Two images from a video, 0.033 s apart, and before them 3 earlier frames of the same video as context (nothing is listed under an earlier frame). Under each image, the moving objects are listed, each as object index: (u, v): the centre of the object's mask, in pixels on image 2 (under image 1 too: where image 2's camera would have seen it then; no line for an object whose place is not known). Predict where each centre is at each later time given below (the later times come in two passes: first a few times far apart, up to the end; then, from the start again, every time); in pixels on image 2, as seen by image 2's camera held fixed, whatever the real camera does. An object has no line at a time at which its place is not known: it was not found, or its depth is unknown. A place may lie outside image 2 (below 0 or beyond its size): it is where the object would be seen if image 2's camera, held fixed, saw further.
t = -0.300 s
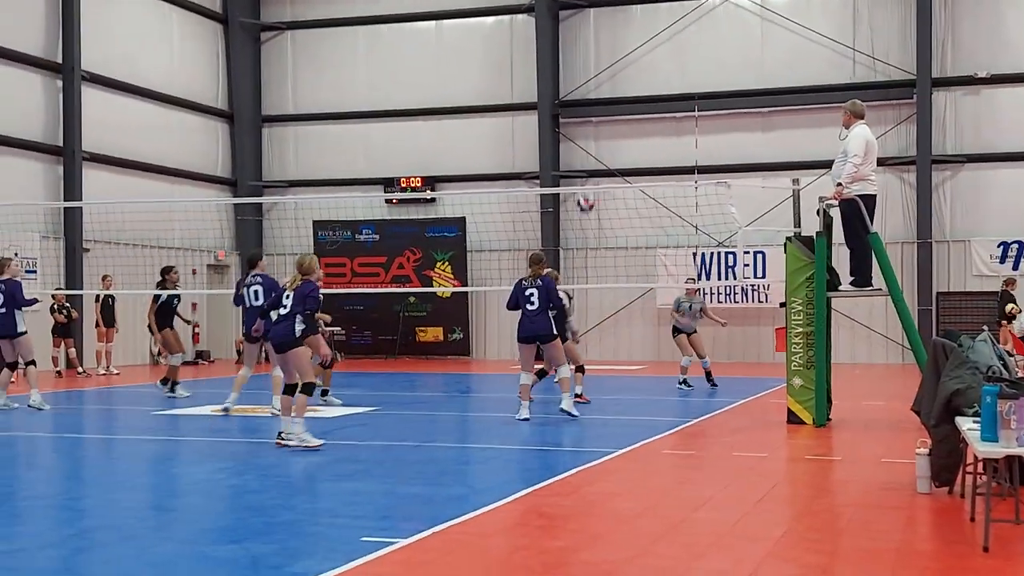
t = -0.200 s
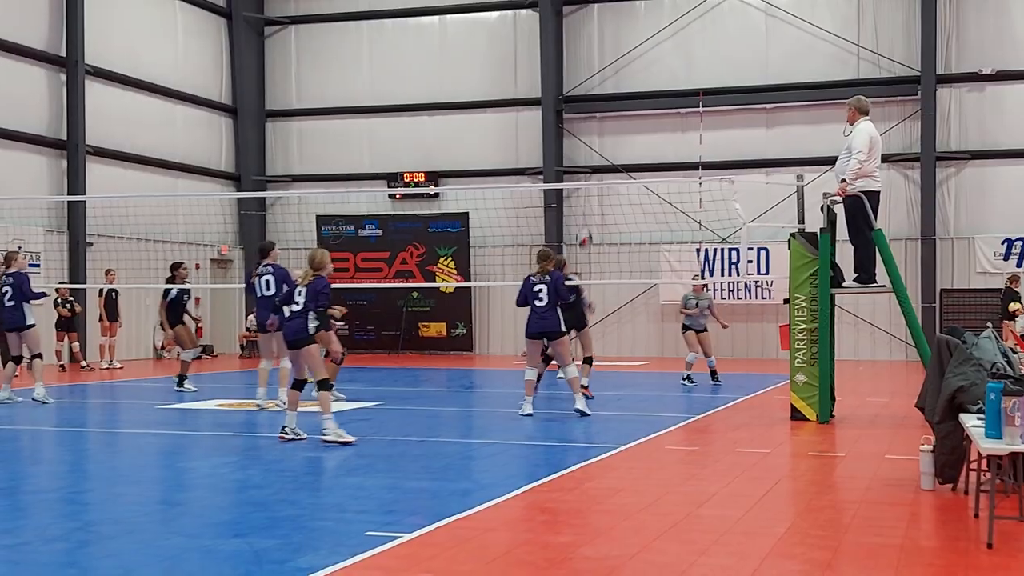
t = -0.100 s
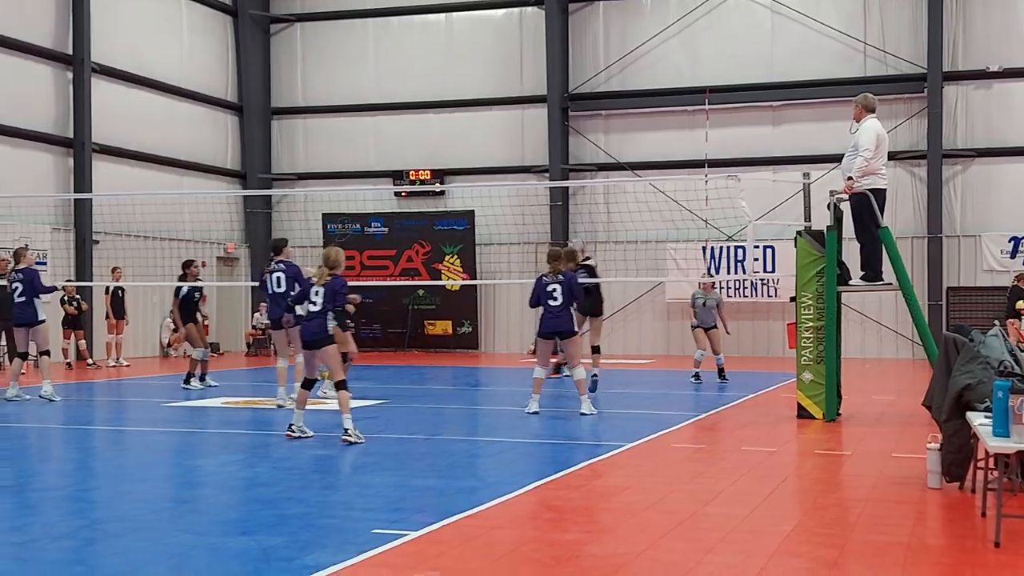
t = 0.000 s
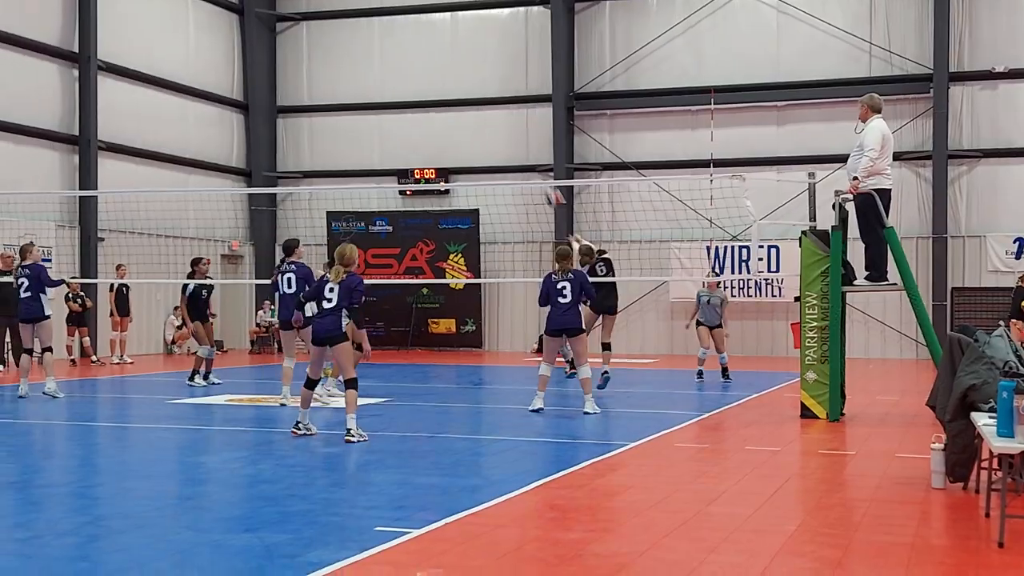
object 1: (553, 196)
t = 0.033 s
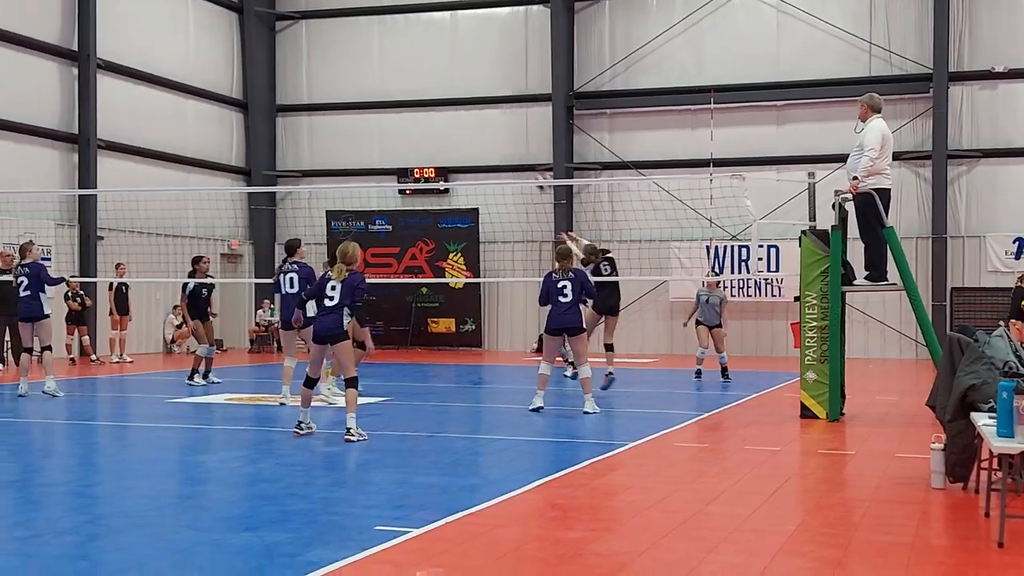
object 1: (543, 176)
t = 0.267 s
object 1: (485, 111)
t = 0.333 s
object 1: (471, 101)
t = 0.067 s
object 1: (536, 169)
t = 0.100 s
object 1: (527, 156)
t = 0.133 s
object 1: (517, 145)
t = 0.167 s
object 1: (509, 134)
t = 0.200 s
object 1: (501, 125)
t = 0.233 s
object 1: (493, 117)
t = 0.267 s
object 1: (485, 111)
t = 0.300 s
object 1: (478, 105)
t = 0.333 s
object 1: (471, 101)
